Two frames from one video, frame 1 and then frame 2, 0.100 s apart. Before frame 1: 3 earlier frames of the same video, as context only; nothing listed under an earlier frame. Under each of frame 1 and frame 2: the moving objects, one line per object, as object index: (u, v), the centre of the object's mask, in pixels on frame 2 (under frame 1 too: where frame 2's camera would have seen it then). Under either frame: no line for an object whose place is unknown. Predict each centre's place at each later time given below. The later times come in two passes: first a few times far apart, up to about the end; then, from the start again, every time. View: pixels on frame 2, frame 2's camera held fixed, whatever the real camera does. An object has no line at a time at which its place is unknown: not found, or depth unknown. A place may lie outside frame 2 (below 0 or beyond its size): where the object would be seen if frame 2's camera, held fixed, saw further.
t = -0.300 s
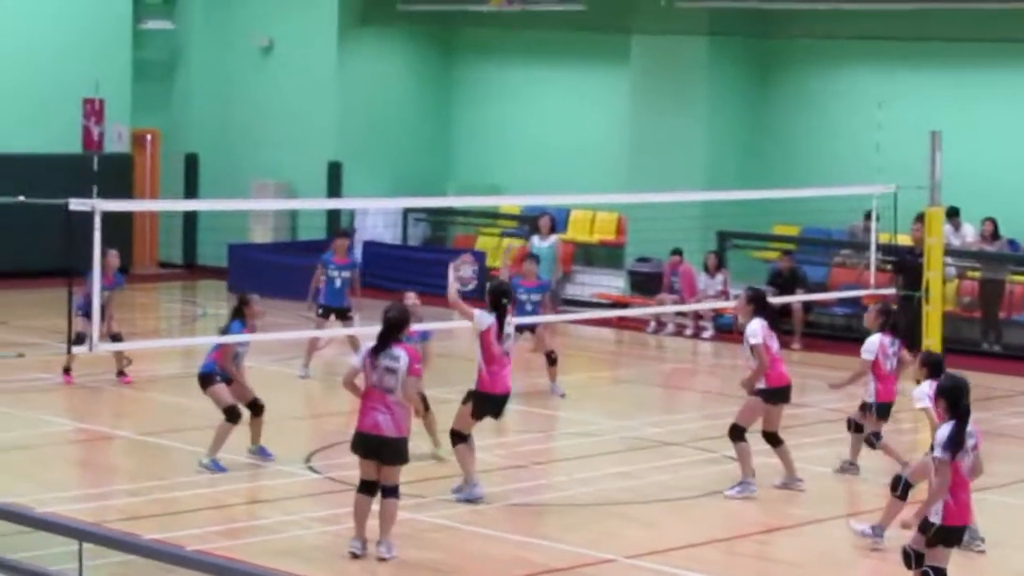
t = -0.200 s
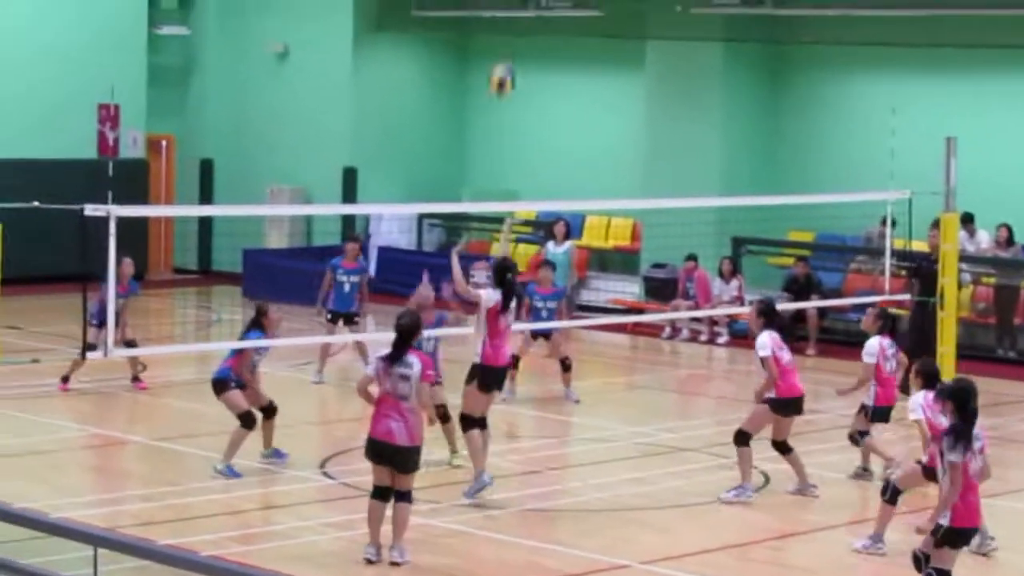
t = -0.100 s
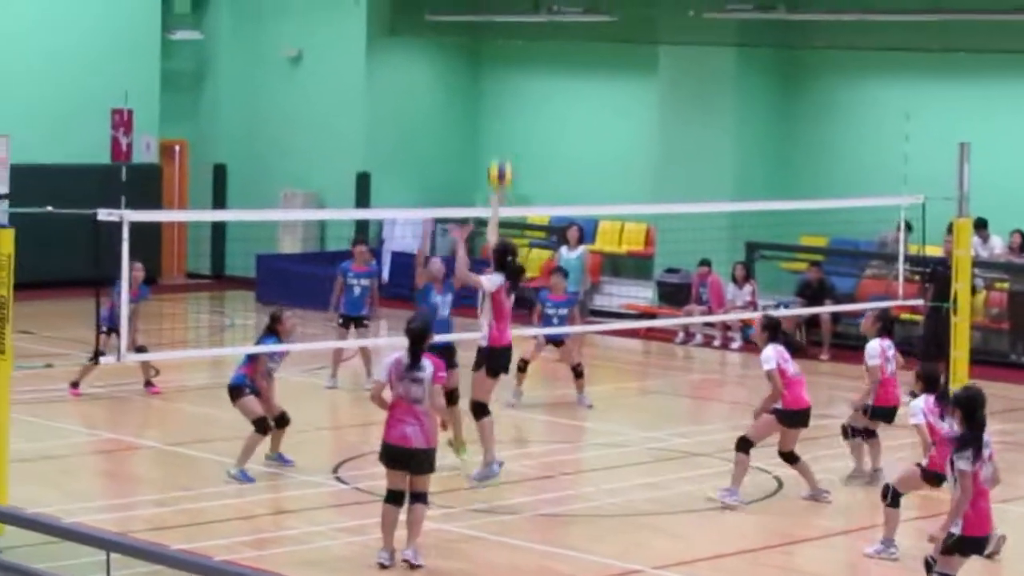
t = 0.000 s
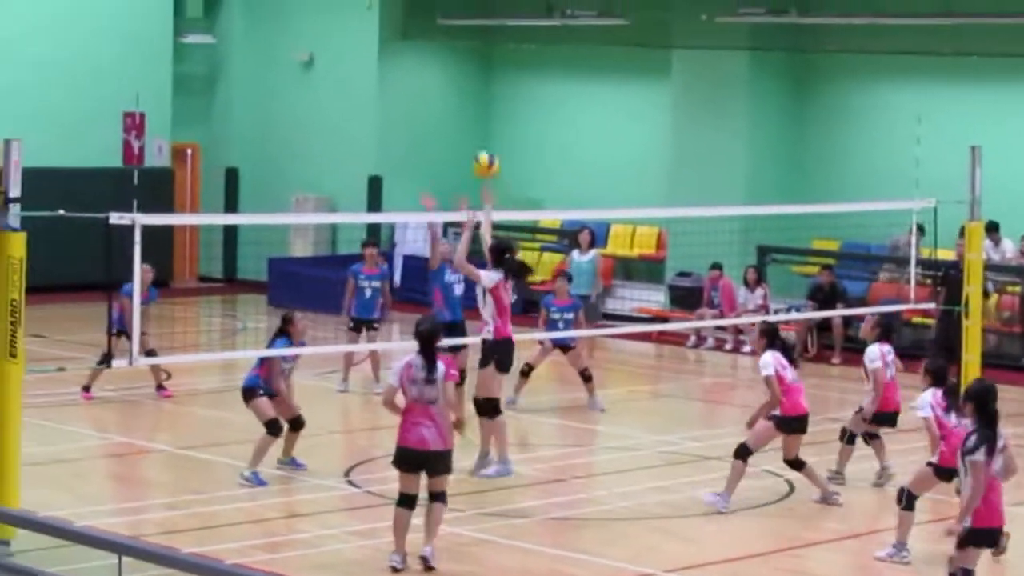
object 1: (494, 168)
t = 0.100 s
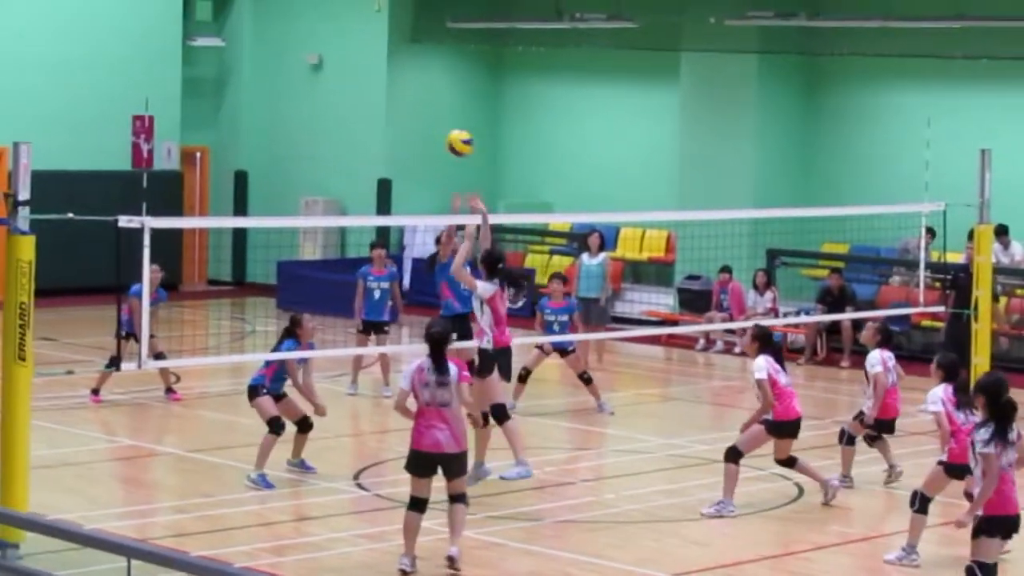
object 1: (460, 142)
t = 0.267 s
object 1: (400, 128)
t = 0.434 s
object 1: (342, 149)
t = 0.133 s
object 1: (448, 137)
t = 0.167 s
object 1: (435, 132)
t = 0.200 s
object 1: (423, 129)
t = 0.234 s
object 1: (412, 128)
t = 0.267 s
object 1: (400, 128)
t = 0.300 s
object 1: (387, 130)
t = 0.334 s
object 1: (376, 133)
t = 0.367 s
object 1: (364, 136)
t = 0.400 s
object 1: (353, 142)
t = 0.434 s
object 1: (342, 149)
